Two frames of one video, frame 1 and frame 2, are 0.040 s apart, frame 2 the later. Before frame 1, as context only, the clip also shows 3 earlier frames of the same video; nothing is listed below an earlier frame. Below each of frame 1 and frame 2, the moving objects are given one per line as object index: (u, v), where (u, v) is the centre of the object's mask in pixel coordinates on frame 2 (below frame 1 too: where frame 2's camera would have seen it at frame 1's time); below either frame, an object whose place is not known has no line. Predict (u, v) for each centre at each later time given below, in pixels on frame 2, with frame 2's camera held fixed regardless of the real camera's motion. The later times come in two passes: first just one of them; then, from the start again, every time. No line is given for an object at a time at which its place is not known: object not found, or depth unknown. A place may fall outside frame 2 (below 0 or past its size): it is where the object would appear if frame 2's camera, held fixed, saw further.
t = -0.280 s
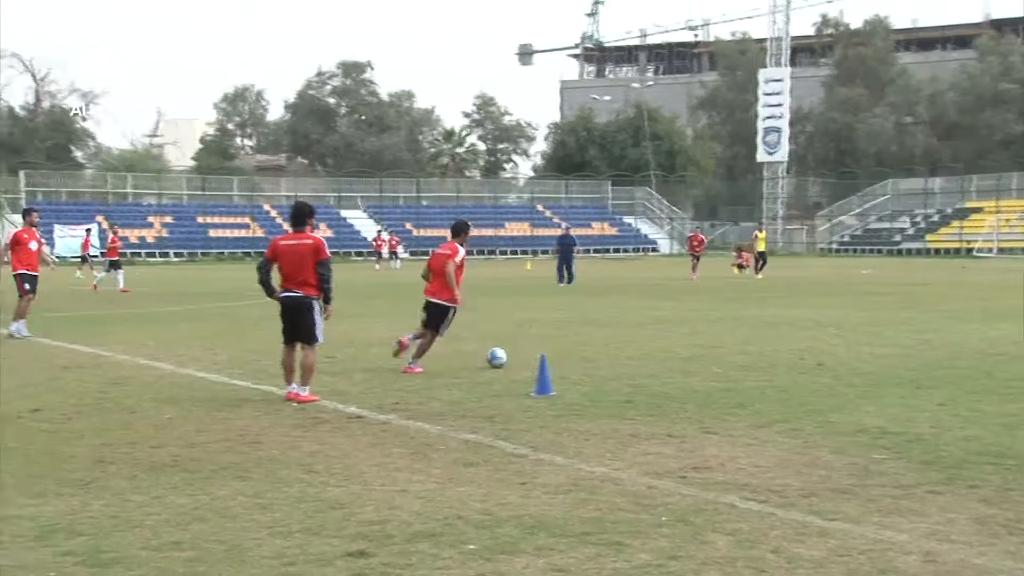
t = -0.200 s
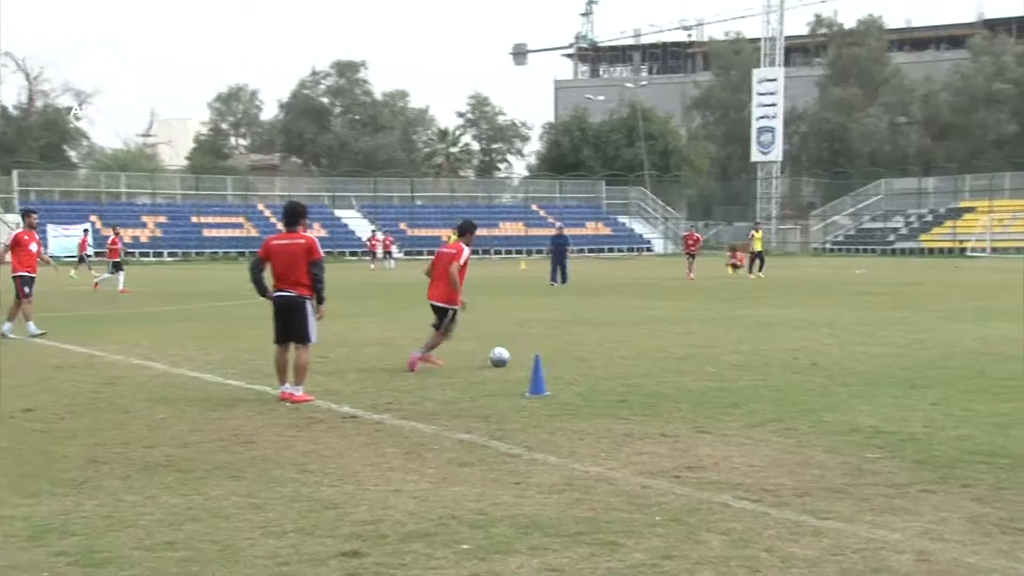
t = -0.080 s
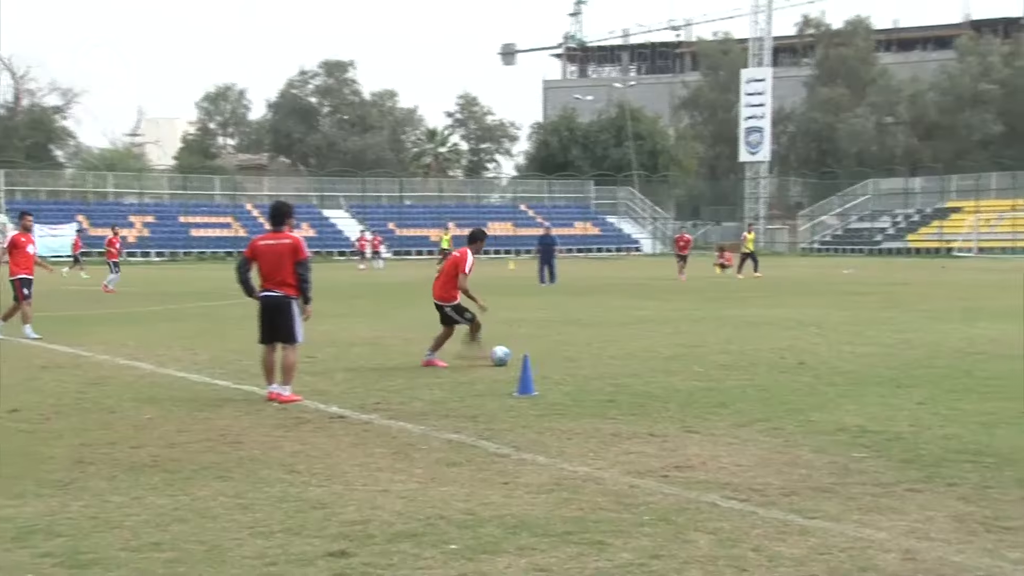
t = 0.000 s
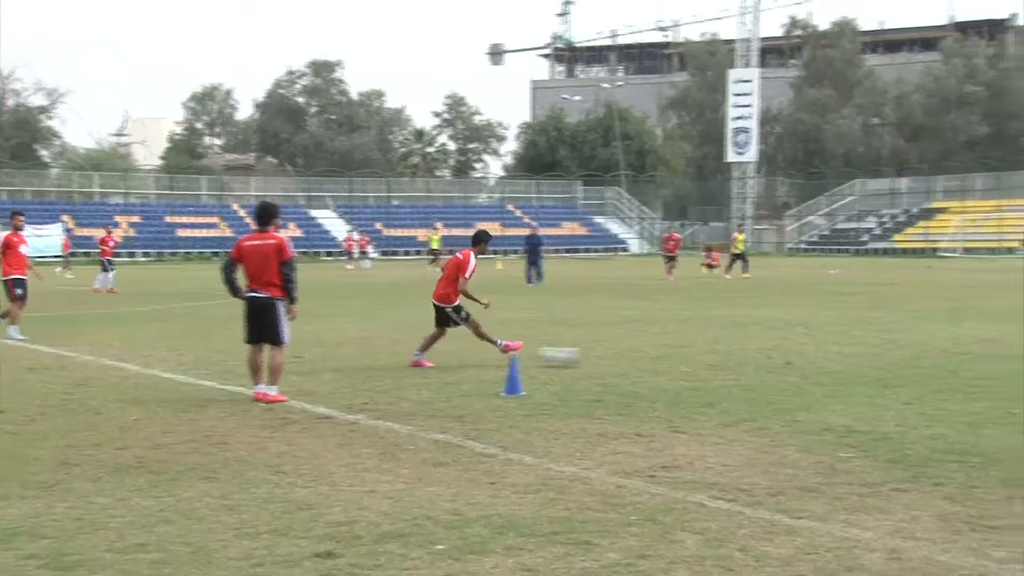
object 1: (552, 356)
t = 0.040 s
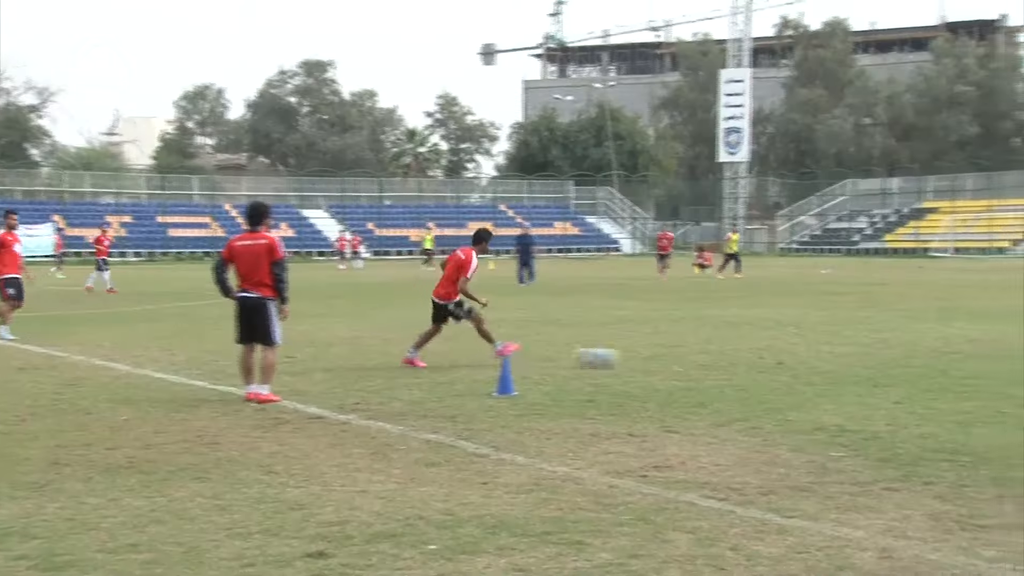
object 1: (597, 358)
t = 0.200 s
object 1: (767, 360)
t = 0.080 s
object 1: (641, 360)
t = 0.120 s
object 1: (684, 361)
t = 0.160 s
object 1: (727, 360)
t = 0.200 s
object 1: (767, 360)
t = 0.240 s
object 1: (808, 363)
